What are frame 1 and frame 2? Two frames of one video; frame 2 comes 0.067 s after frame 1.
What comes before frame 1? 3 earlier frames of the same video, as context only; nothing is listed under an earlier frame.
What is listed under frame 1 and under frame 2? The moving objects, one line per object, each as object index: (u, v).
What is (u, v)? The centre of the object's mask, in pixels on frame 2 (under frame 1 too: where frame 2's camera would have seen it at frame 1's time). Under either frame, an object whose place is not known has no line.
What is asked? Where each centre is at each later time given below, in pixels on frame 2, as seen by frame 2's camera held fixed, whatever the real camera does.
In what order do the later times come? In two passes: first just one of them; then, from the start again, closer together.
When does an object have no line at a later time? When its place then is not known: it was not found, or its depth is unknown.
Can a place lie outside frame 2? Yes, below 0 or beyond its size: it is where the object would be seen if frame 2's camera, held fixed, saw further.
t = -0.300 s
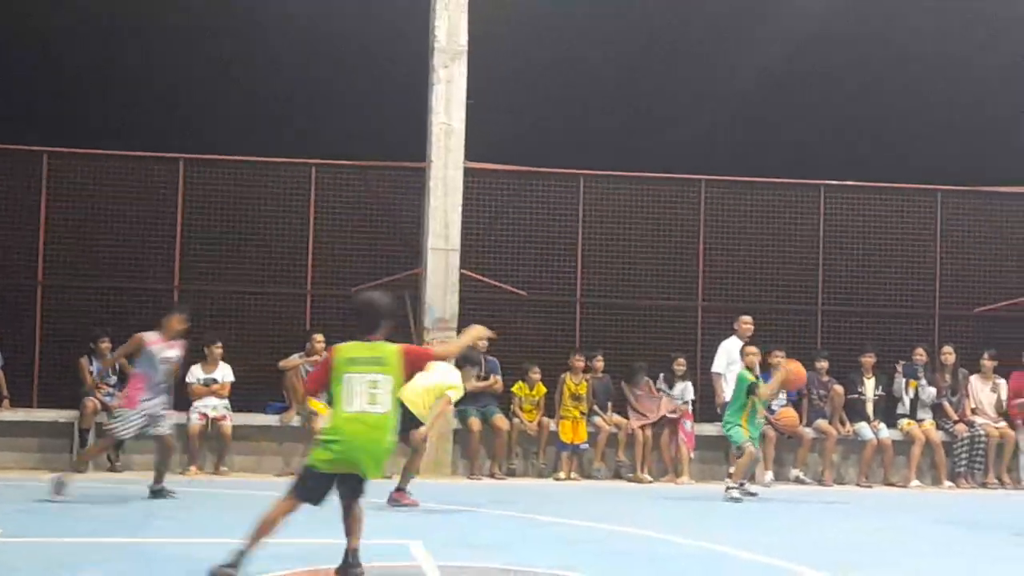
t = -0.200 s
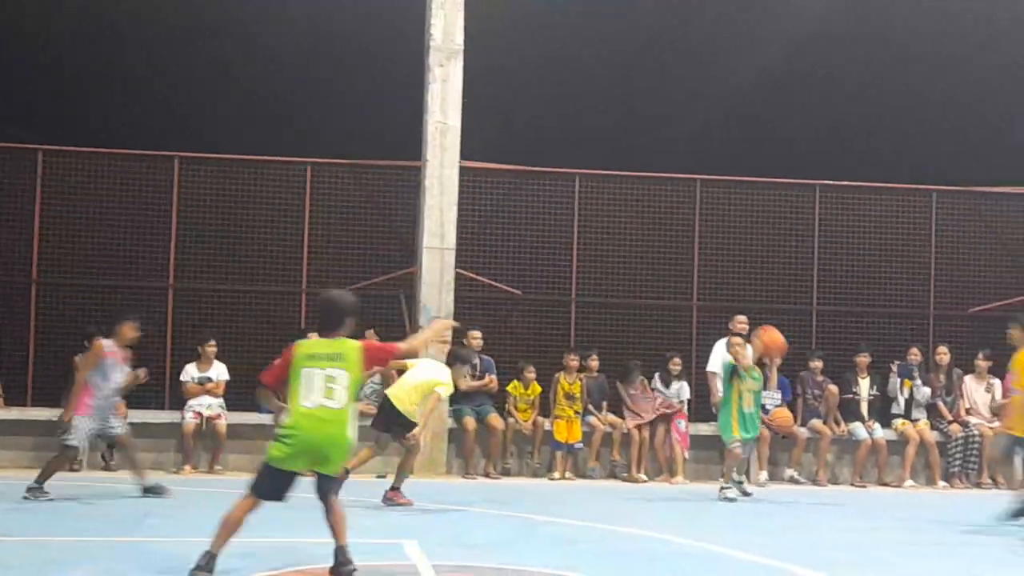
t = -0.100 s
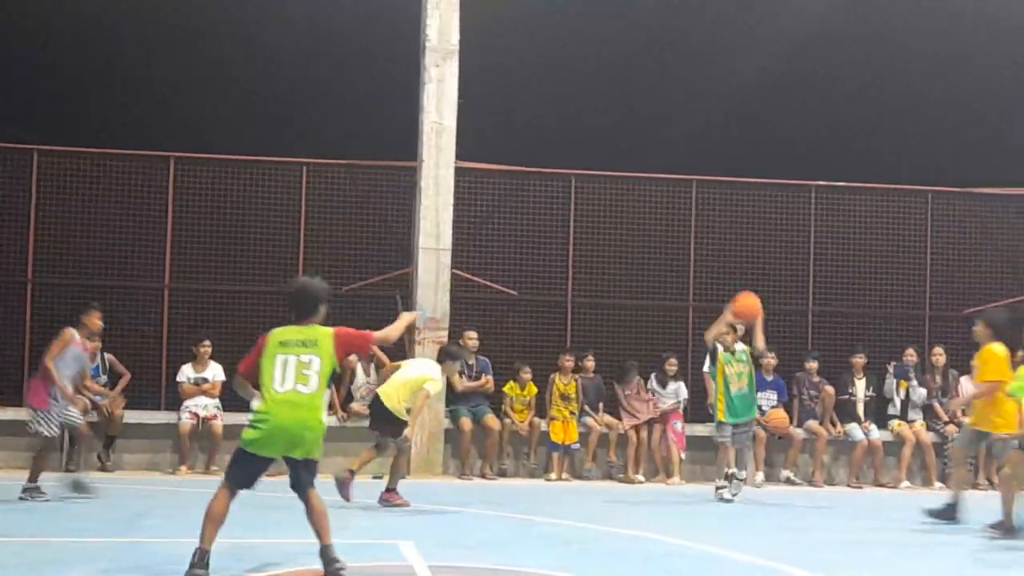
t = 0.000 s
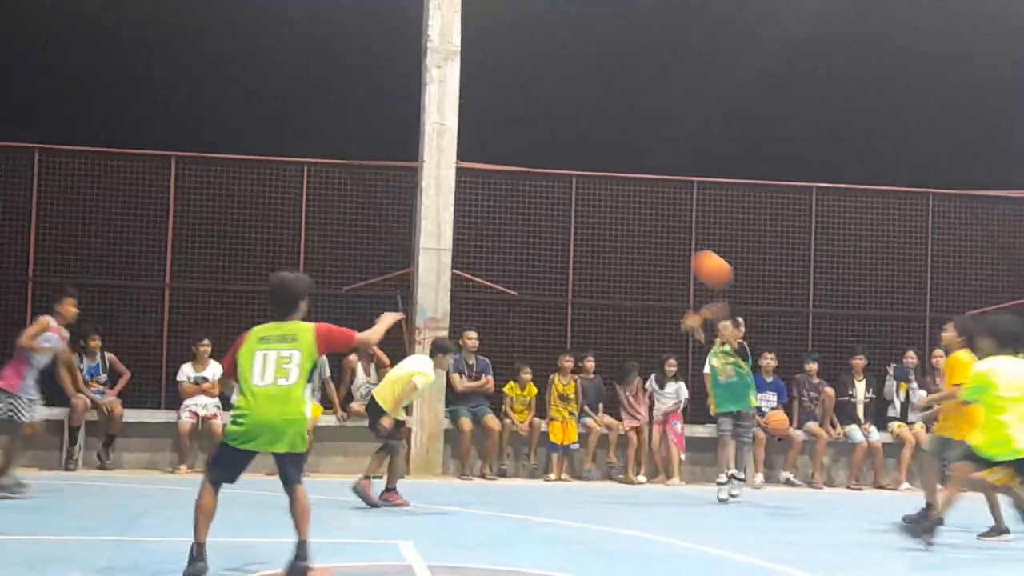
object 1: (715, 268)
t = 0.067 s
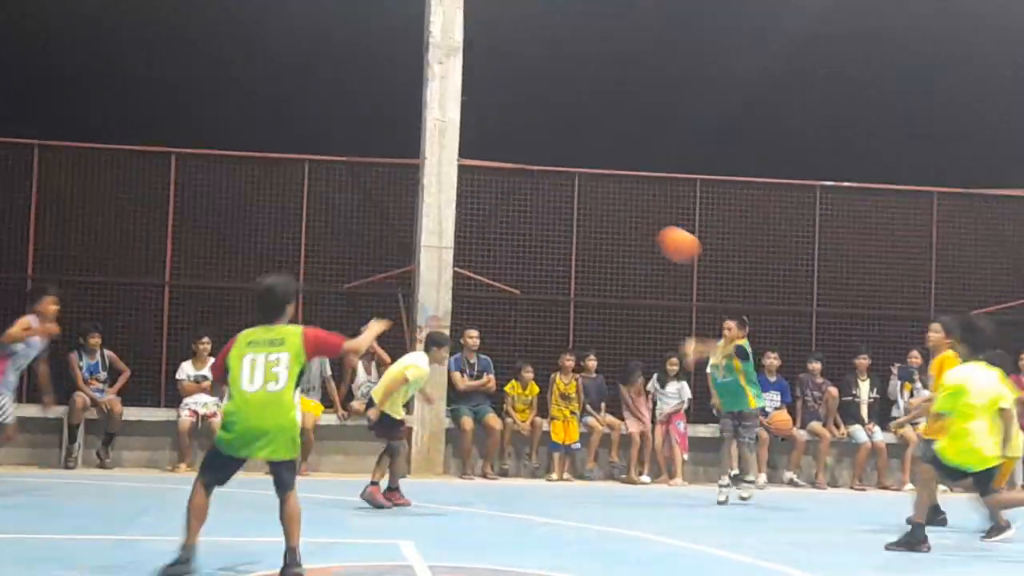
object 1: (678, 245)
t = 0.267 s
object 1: (554, 205)
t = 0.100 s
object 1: (660, 236)
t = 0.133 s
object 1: (640, 227)
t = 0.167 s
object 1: (620, 220)
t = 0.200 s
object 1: (598, 213)
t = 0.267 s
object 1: (554, 205)
